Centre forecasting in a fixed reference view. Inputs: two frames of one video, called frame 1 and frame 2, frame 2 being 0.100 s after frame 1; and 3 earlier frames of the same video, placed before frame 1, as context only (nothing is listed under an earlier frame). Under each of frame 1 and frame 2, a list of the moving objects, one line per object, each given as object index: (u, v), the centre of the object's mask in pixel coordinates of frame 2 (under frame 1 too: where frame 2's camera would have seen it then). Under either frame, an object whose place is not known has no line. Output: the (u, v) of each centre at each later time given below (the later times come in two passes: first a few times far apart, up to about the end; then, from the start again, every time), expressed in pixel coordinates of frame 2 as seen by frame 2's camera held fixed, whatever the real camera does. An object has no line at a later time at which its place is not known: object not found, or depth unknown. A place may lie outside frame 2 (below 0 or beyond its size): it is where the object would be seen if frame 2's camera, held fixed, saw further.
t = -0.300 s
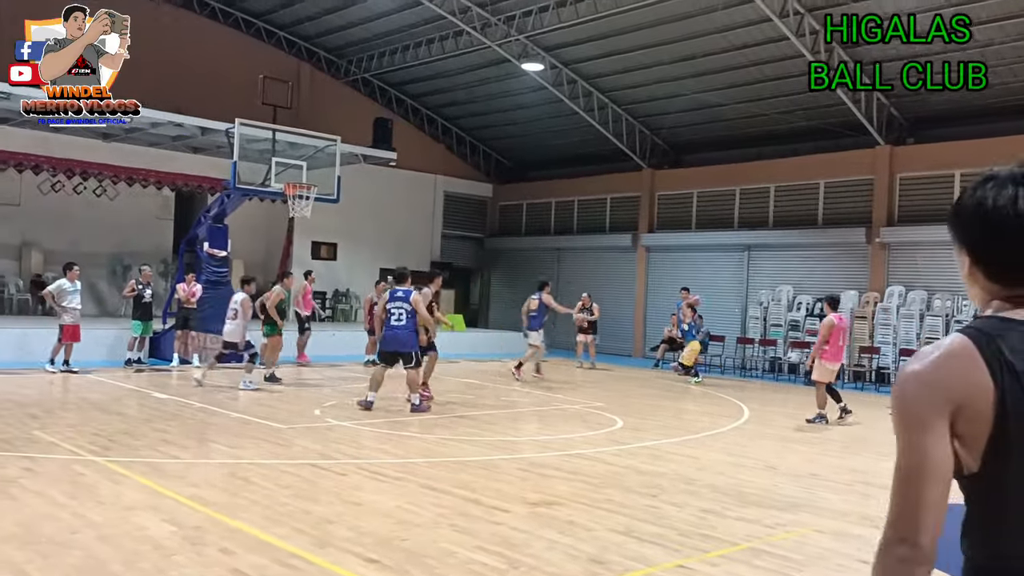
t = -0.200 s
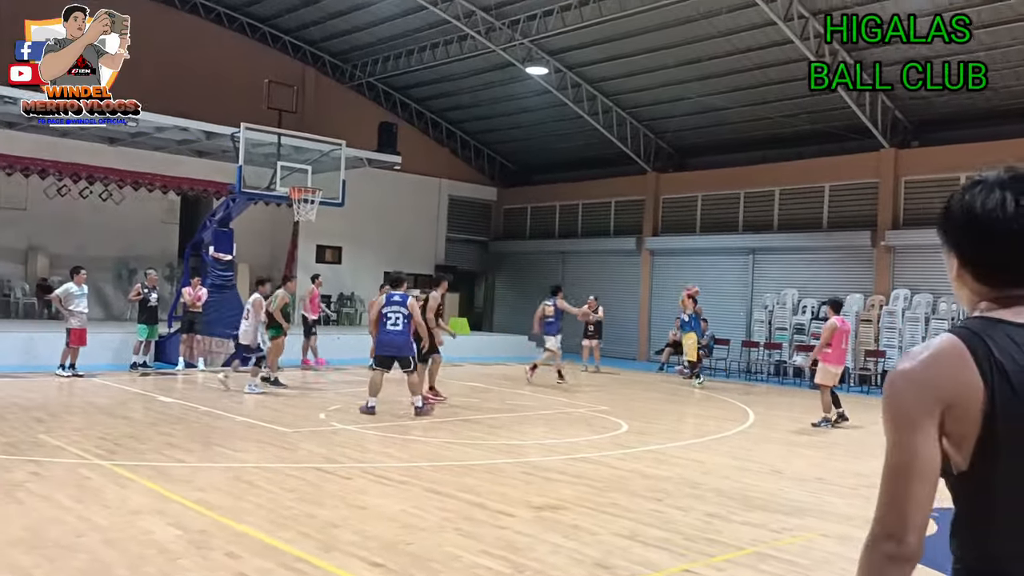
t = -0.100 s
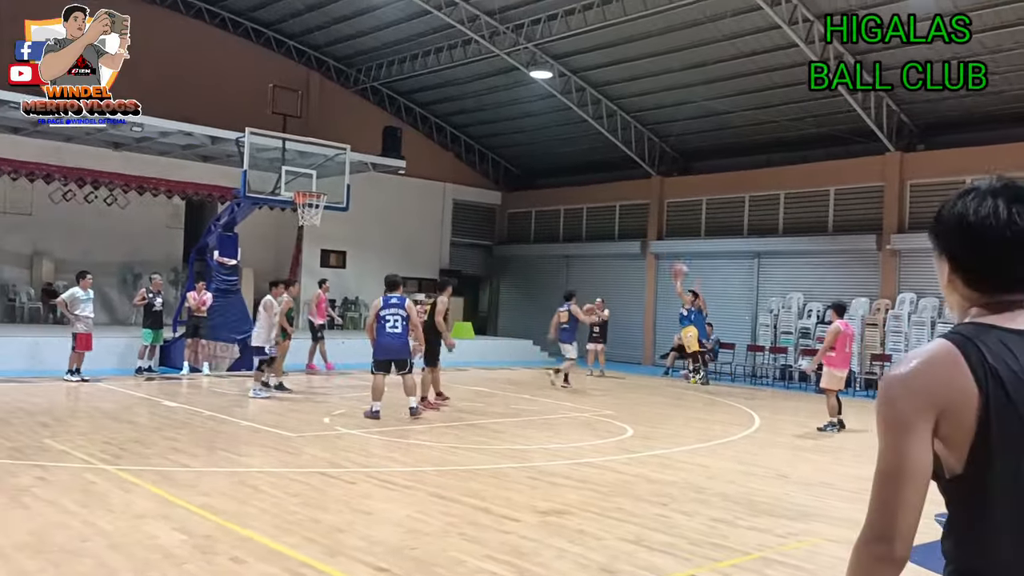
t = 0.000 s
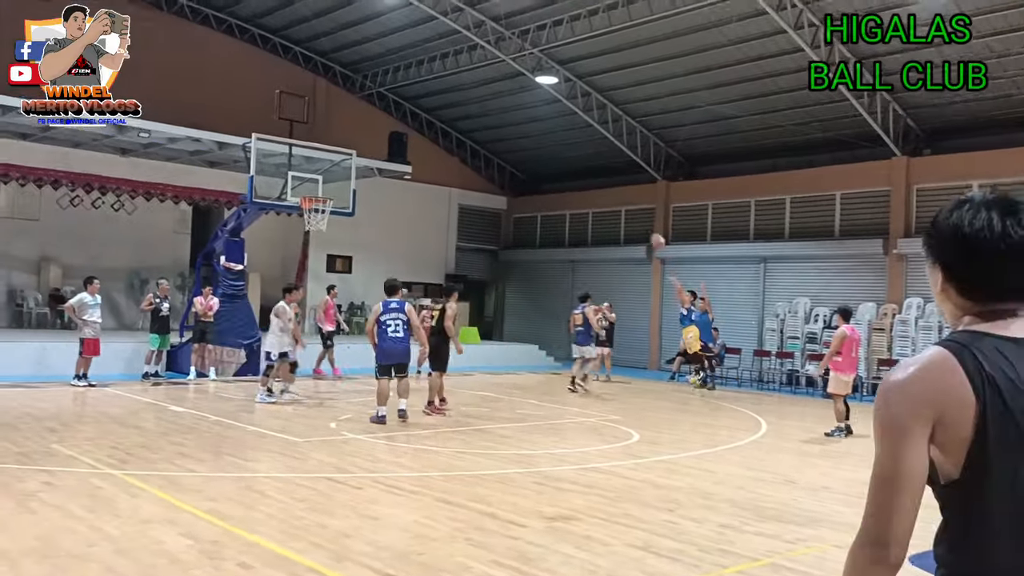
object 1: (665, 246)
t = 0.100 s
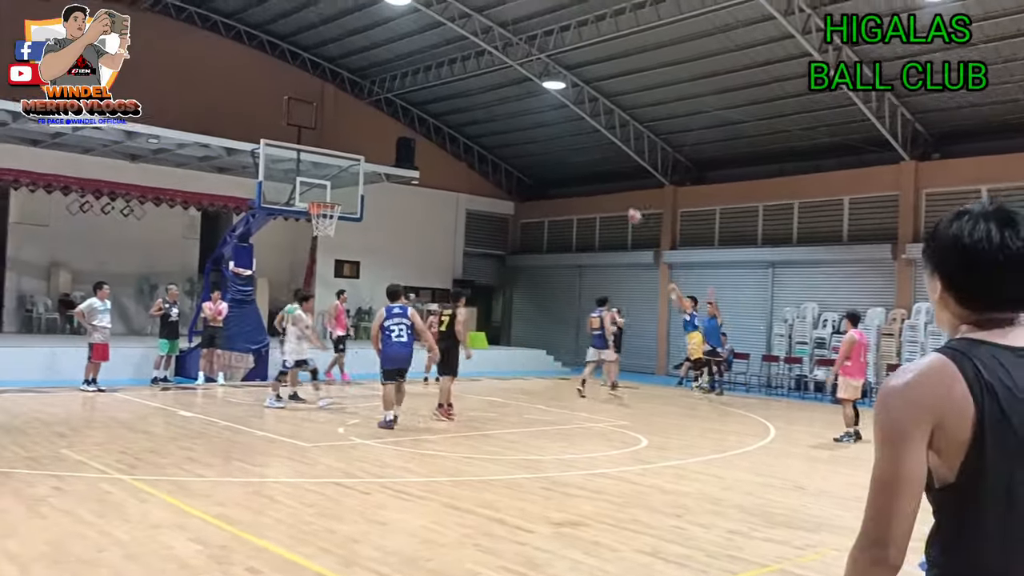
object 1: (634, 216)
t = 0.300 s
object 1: (571, 172)
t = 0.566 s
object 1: (482, 146)
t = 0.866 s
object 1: (375, 166)
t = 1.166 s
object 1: (295, 177)
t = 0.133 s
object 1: (624, 207)
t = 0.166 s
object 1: (613, 199)
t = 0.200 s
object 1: (603, 192)
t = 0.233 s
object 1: (593, 185)
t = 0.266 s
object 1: (582, 178)
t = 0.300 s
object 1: (571, 172)
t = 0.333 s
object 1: (560, 167)
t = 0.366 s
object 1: (550, 162)
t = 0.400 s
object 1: (538, 158)
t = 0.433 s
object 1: (527, 155)
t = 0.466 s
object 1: (516, 152)
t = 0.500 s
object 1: (505, 149)
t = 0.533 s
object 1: (494, 147)
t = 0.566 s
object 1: (482, 146)
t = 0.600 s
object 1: (471, 146)
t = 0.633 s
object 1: (459, 146)
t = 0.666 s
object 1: (447, 147)
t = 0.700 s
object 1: (436, 148)
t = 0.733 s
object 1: (423, 150)
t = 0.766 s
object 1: (411, 153)
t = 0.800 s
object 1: (399, 157)
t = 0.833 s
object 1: (388, 160)
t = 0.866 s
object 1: (375, 166)
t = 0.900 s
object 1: (361, 172)
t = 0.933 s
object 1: (350, 176)
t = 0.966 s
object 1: (338, 185)
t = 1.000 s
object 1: (325, 194)
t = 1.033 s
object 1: (318, 192)
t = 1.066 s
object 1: (312, 190)
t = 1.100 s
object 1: (306, 185)
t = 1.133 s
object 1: (301, 180)
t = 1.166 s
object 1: (295, 177)
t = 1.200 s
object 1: (290, 176)
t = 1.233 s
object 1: (284, 175)
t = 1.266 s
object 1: (279, 175)
